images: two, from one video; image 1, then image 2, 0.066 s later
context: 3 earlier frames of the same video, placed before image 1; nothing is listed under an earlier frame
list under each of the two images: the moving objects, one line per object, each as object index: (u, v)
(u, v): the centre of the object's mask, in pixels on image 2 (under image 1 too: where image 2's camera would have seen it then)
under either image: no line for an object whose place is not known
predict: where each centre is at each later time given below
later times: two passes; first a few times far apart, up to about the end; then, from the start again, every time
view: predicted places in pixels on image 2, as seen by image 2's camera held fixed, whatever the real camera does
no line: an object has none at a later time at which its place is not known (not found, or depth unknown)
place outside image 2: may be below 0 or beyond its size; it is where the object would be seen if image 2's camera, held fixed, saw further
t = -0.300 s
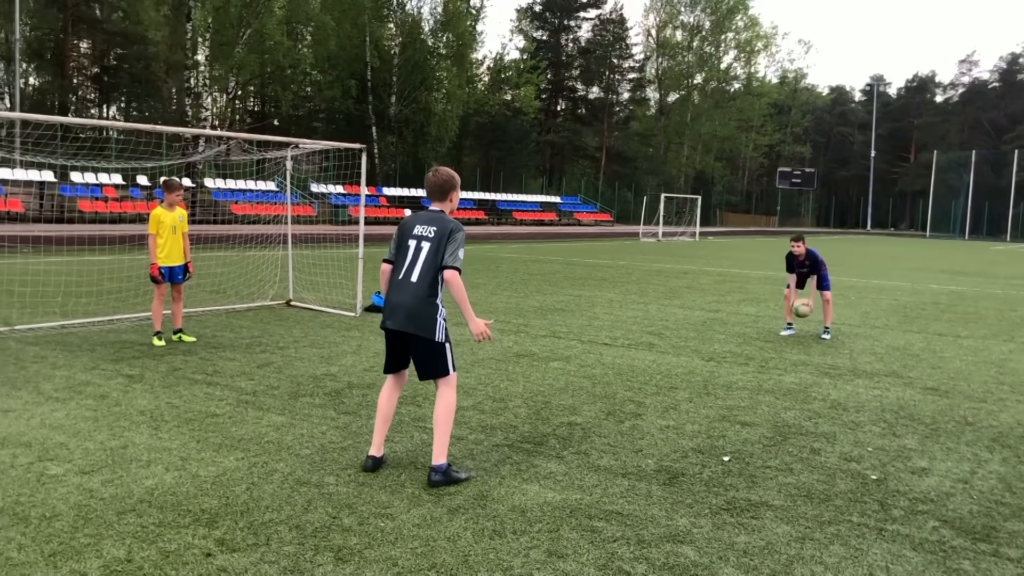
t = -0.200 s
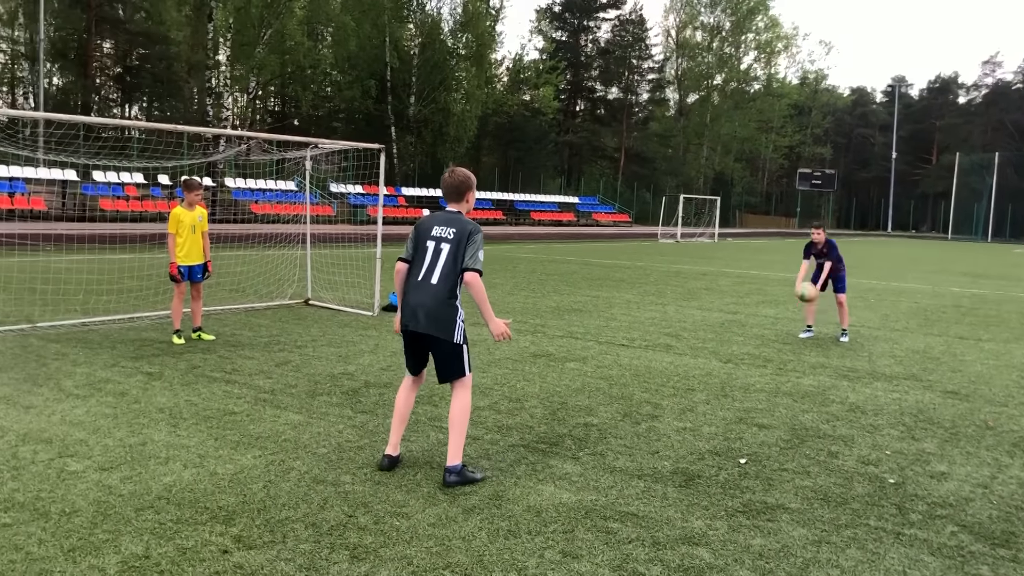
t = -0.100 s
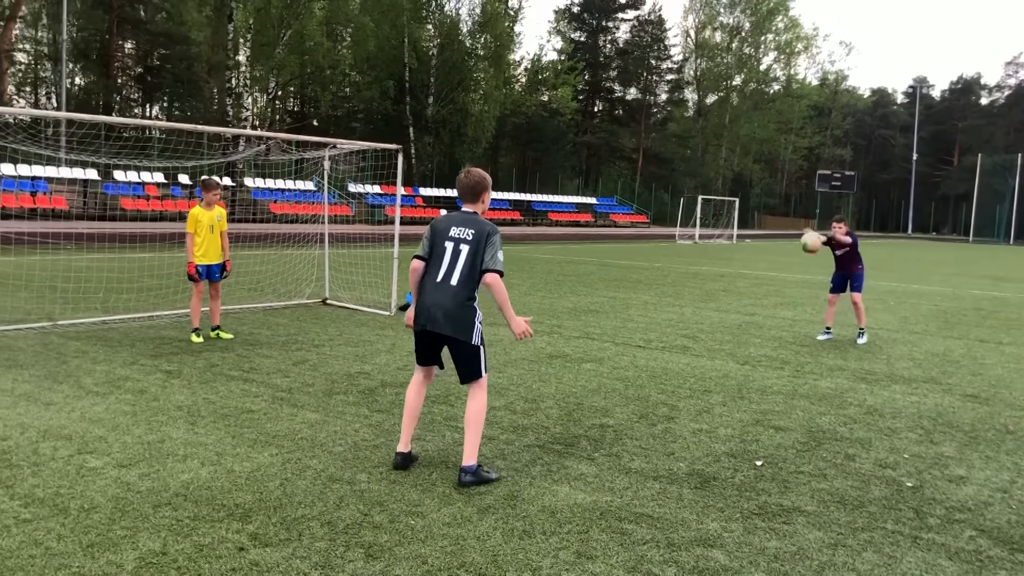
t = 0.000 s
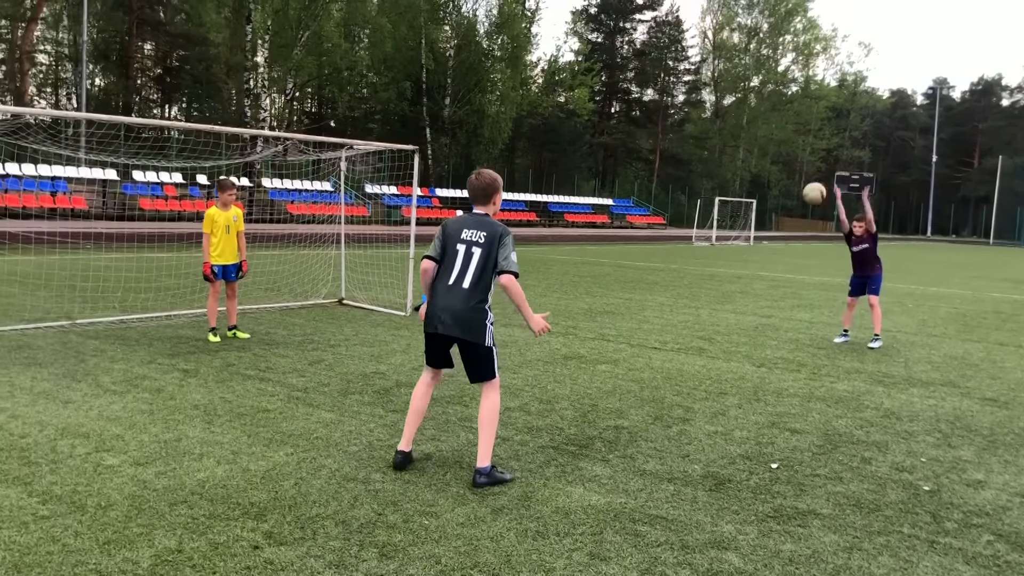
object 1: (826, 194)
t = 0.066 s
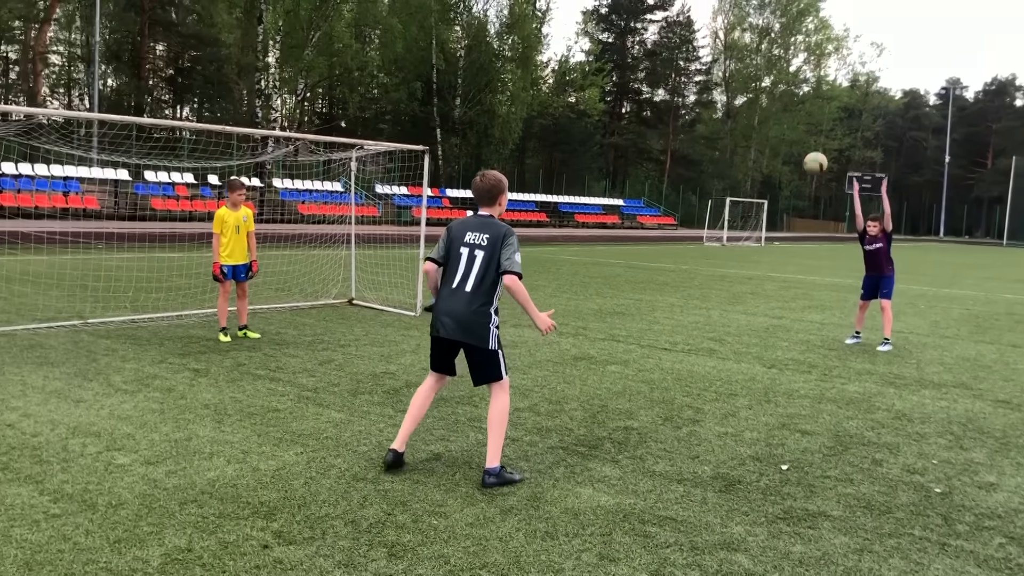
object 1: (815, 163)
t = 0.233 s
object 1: (784, 100)
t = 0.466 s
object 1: (735, 54)
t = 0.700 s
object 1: (672, 70)
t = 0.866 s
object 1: (618, 131)
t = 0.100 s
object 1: (809, 148)
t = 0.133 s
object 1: (804, 135)
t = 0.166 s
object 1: (797, 122)
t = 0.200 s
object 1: (791, 110)
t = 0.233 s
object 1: (784, 100)
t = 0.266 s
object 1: (778, 90)
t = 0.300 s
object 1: (771, 81)
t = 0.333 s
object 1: (764, 74)
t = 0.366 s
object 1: (756, 67)
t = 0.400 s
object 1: (750, 62)
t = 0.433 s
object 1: (742, 57)
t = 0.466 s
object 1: (735, 54)
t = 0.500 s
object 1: (726, 52)
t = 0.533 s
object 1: (718, 52)
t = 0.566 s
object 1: (709, 52)
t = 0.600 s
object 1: (702, 54)
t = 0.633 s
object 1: (691, 58)
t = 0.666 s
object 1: (682, 63)
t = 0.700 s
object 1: (672, 70)
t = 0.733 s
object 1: (663, 78)
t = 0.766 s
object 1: (652, 89)
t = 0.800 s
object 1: (641, 101)
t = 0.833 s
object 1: (630, 115)
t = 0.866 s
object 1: (618, 131)
